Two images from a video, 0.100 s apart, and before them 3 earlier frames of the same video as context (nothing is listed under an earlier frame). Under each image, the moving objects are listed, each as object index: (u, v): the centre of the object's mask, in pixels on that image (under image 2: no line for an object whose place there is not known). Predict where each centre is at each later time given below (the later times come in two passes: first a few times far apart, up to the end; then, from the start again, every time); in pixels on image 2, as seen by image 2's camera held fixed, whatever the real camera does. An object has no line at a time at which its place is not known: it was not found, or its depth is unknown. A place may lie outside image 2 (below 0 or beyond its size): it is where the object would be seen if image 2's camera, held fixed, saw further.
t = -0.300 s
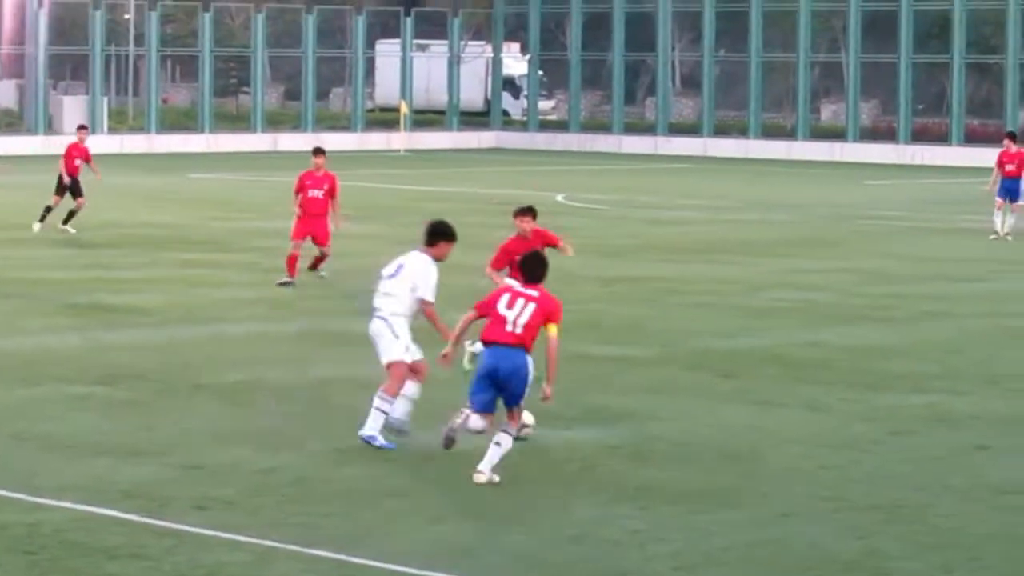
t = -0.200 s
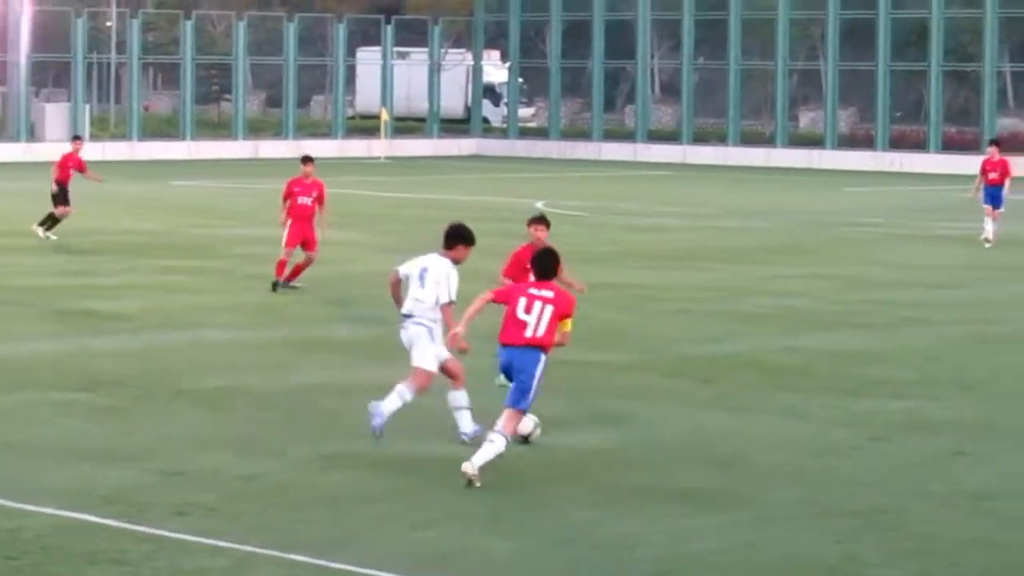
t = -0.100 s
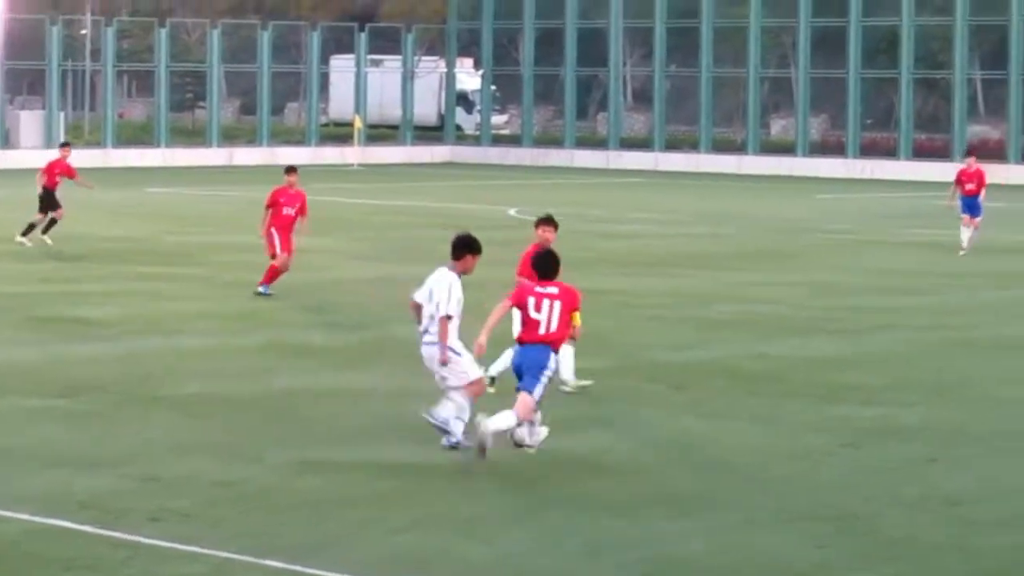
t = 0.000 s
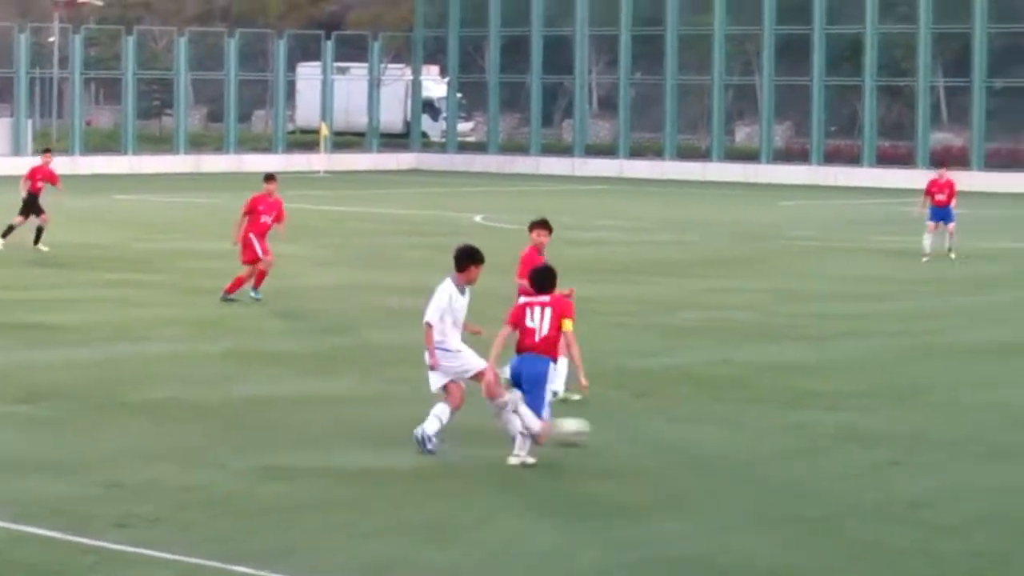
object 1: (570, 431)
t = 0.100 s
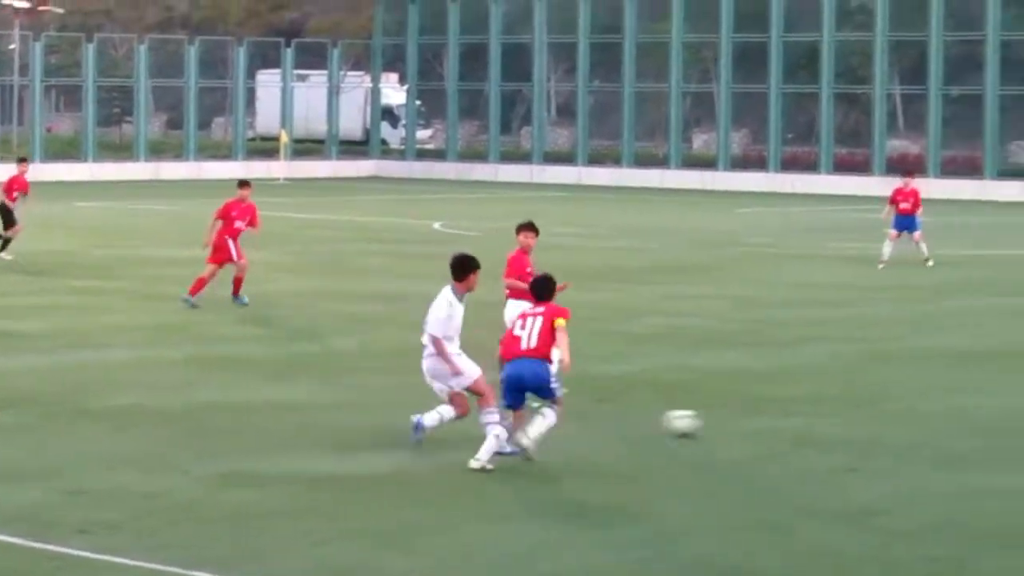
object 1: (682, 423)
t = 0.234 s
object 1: (857, 408)
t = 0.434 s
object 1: (1067, 393)
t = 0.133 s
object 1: (729, 418)
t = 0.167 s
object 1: (774, 415)
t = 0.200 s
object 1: (815, 412)
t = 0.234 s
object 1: (857, 408)
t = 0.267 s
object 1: (893, 404)
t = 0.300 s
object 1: (932, 401)
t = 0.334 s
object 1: (965, 401)
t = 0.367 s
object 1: (999, 399)
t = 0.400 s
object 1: (1034, 396)
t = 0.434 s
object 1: (1067, 393)
